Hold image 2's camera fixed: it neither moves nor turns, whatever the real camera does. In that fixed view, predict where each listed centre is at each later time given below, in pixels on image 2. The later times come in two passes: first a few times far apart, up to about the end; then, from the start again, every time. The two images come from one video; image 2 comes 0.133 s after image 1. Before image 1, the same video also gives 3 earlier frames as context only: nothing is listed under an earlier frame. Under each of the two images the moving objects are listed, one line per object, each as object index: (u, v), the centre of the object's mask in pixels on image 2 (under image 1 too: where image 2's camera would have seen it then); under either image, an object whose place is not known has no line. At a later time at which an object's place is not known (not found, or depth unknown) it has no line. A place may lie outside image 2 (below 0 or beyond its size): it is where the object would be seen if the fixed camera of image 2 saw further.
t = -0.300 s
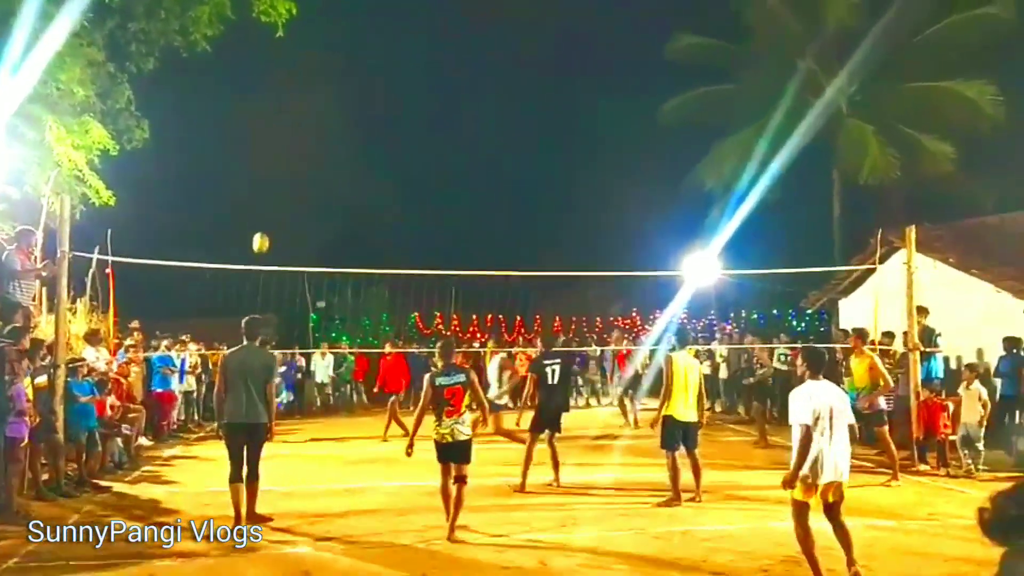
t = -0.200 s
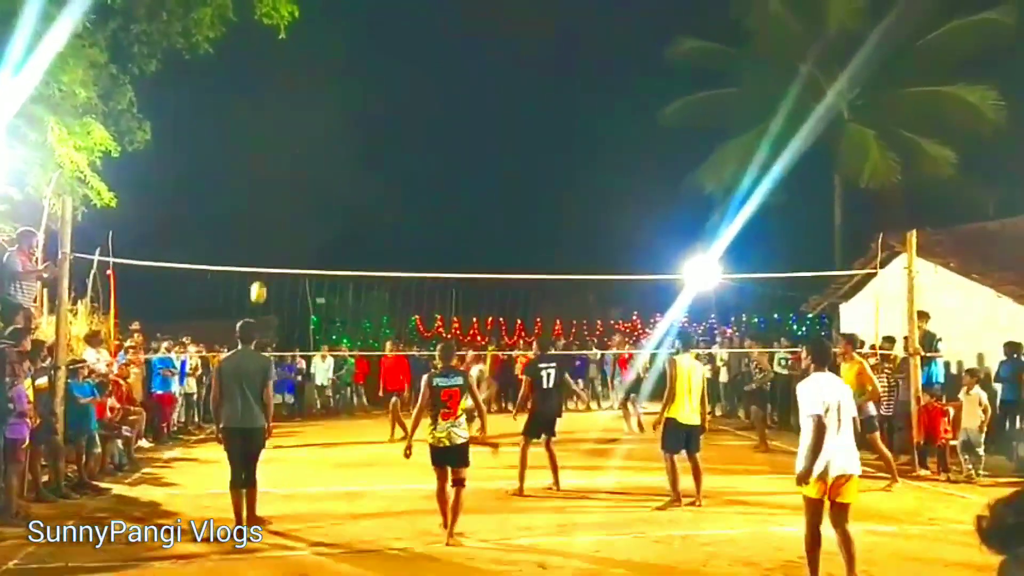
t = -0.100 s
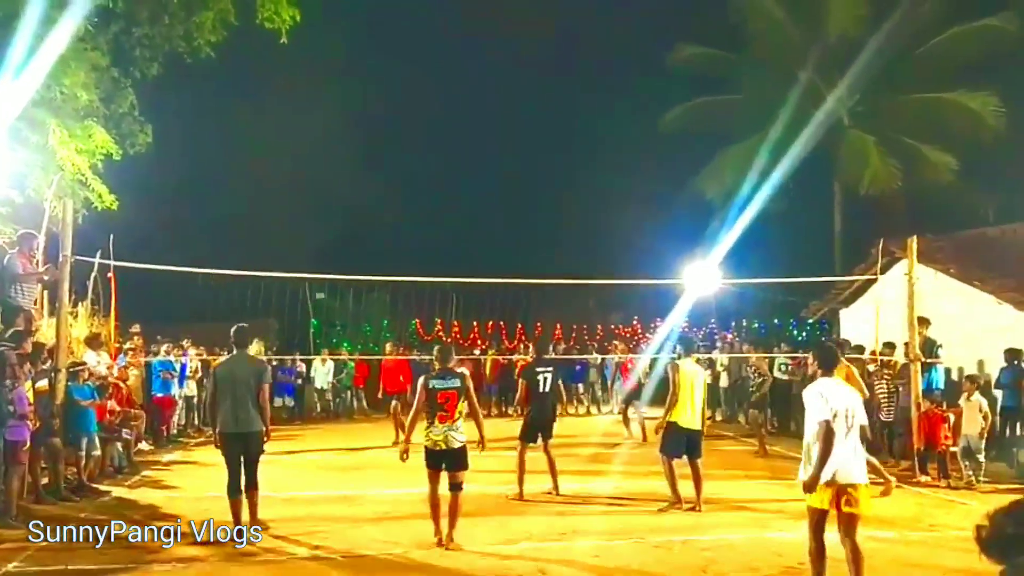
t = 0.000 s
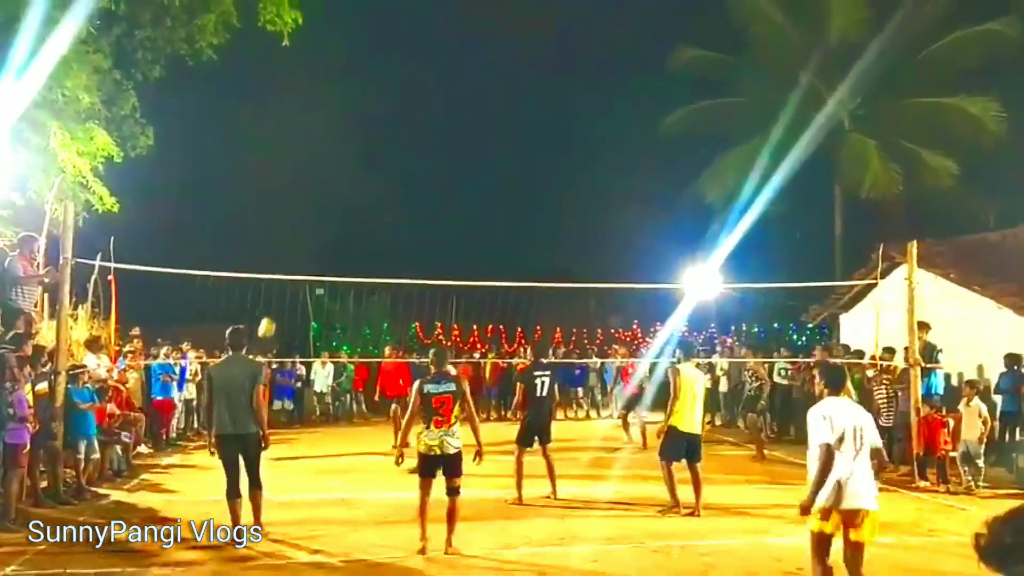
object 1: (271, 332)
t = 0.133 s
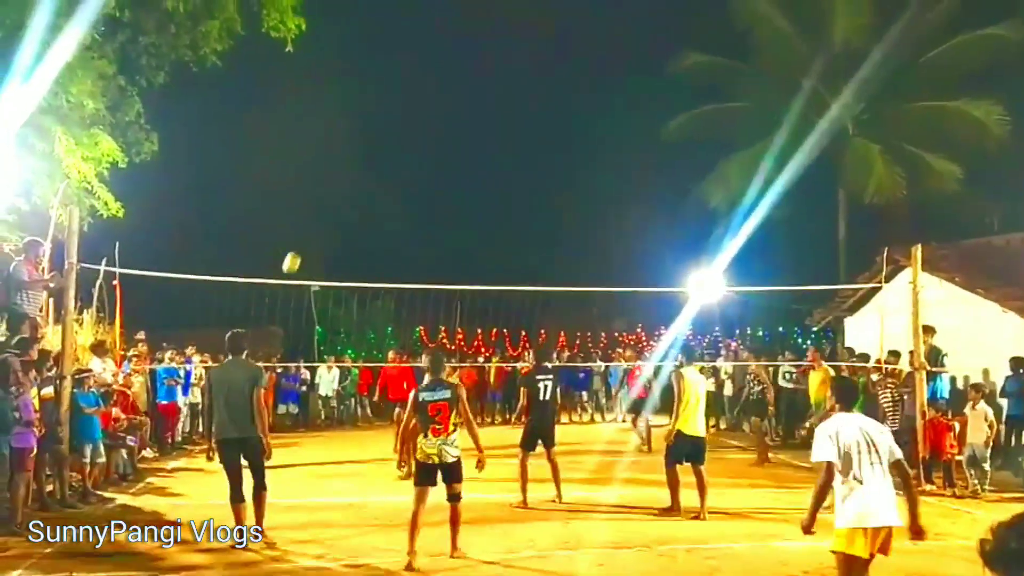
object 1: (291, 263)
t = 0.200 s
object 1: (301, 232)
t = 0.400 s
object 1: (329, 160)
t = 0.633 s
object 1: (364, 106)
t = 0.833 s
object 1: (394, 89)
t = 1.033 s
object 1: (425, 98)
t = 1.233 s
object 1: (456, 134)
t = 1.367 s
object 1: (477, 173)
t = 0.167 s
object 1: (296, 247)
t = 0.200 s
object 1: (301, 232)
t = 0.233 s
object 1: (305, 219)
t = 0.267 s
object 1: (310, 205)
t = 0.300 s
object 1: (315, 193)
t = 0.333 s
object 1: (320, 181)
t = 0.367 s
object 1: (324, 170)
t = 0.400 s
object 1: (329, 160)
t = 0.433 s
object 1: (334, 150)
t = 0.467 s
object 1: (339, 141)
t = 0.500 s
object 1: (344, 133)
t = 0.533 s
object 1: (349, 125)
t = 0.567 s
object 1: (354, 118)
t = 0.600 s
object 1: (359, 112)
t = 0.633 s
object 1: (364, 106)
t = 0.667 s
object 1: (369, 102)
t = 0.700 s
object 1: (374, 98)
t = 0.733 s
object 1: (379, 95)
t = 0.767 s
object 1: (384, 92)
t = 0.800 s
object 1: (389, 91)
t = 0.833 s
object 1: (394, 89)
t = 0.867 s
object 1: (399, 89)
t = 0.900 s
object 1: (404, 89)
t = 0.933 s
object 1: (409, 90)
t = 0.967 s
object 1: (415, 92)
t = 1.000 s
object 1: (419, 94)
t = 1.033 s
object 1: (425, 98)
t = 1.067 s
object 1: (430, 103)
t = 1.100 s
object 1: (435, 107)
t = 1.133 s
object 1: (440, 113)
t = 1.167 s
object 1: (445, 119)
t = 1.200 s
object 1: (450, 126)
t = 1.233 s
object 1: (456, 134)
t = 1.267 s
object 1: (461, 143)
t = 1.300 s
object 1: (466, 151)
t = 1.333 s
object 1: (472, 162)
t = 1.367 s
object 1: (477, 173)
